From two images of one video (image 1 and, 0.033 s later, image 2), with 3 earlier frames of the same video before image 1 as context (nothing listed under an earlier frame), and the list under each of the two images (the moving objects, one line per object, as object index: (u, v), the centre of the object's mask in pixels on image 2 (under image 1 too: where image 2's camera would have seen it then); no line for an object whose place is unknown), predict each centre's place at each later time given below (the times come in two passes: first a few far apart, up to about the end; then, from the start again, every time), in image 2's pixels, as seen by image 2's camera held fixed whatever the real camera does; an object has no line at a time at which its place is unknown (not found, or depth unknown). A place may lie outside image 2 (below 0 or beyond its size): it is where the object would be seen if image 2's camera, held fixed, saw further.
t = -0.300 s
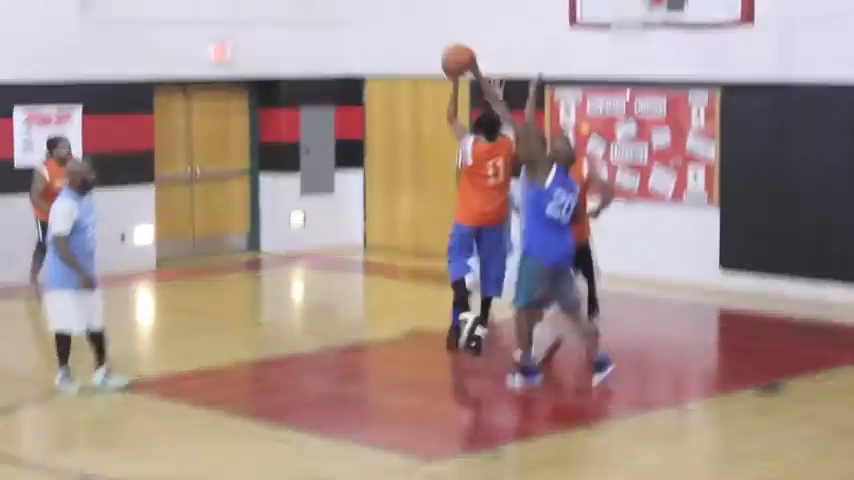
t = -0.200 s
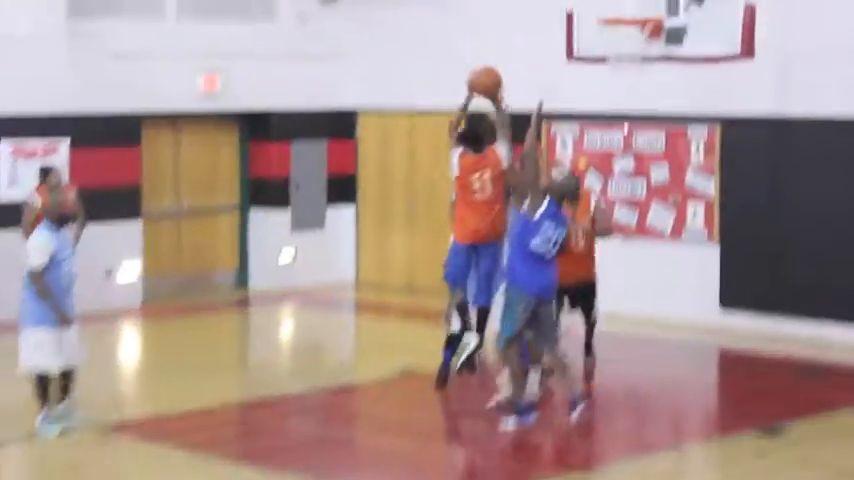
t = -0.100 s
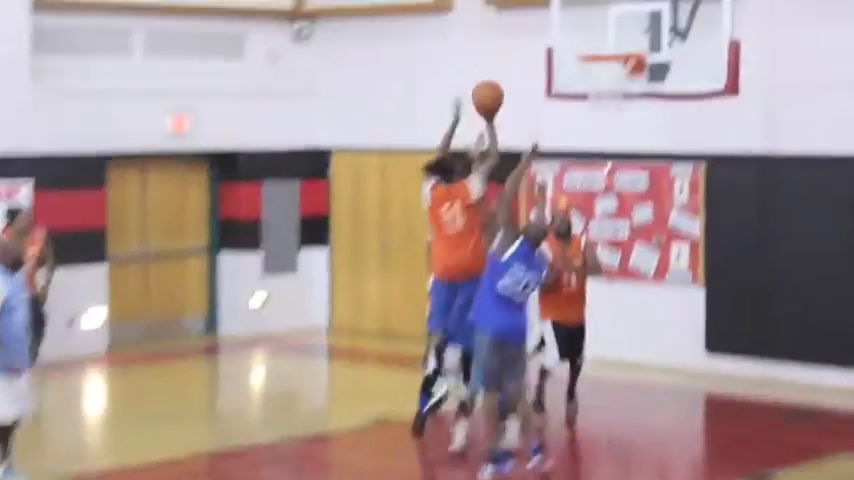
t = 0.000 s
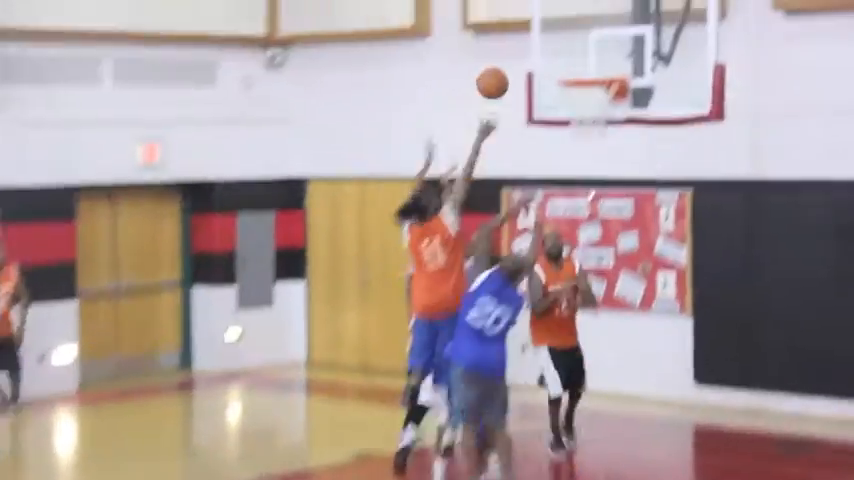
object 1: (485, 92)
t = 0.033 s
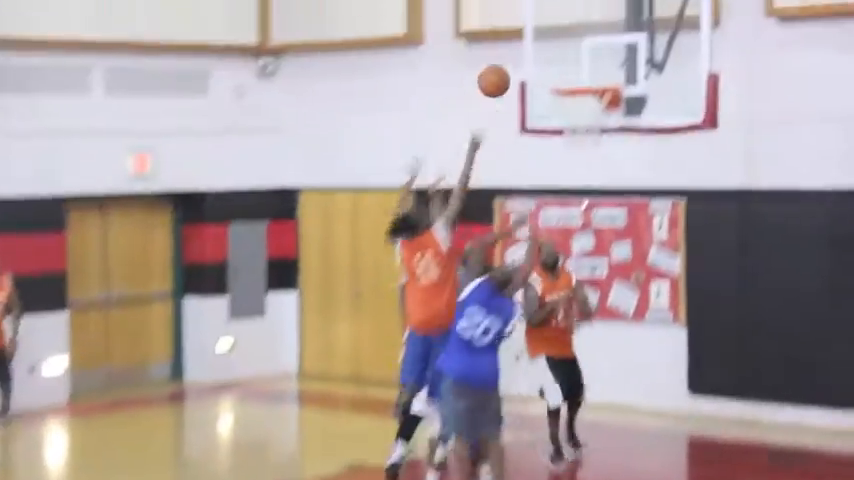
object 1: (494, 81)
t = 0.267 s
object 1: (551, 49)
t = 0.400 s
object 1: (582, 63)
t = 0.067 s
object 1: (502, 72)
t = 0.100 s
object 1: (510, 65)
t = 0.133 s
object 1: (518, 58)
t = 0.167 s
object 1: (526, 54)
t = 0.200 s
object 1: (534, 51)
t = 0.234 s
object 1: (543, 50)
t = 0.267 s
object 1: (551, 49)
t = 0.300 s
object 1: (558, 50)
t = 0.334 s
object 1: (566, 53)
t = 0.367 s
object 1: (574, 57)
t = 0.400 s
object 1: (582, 63)
